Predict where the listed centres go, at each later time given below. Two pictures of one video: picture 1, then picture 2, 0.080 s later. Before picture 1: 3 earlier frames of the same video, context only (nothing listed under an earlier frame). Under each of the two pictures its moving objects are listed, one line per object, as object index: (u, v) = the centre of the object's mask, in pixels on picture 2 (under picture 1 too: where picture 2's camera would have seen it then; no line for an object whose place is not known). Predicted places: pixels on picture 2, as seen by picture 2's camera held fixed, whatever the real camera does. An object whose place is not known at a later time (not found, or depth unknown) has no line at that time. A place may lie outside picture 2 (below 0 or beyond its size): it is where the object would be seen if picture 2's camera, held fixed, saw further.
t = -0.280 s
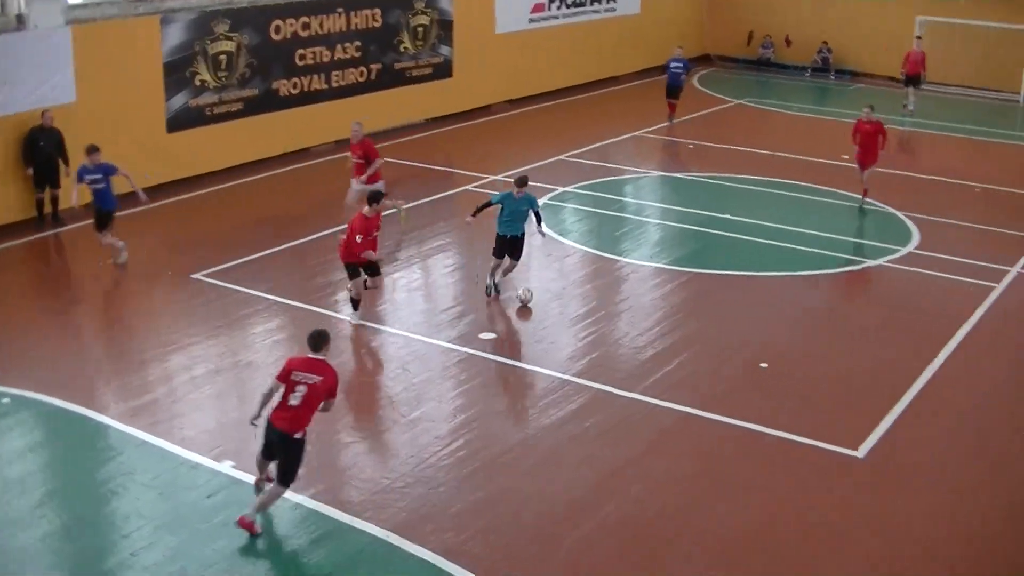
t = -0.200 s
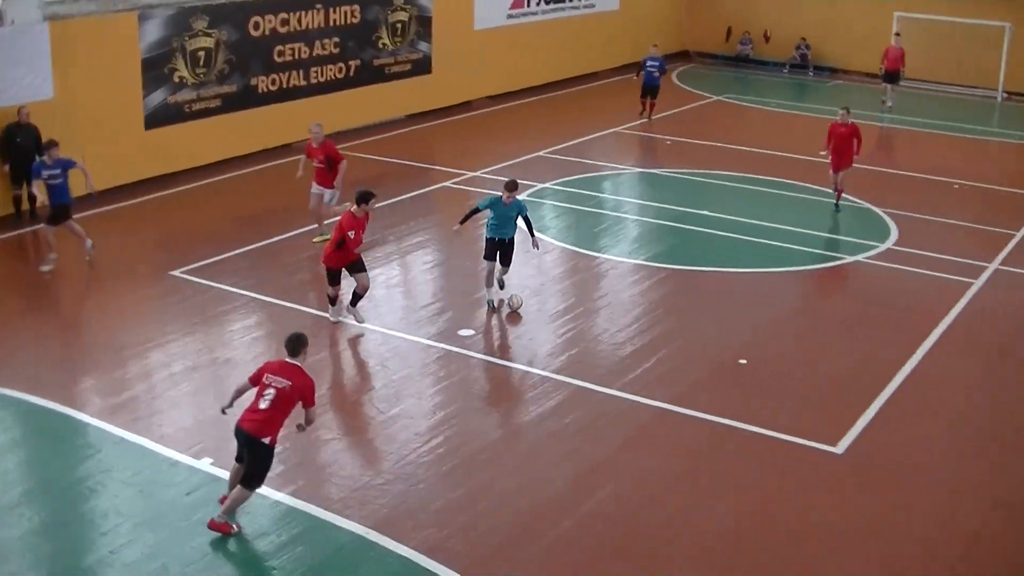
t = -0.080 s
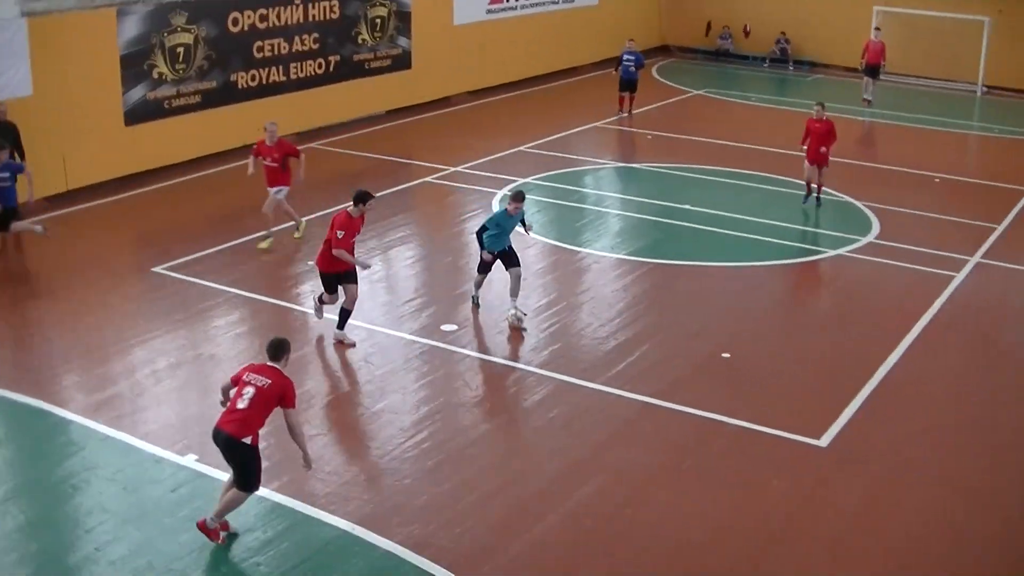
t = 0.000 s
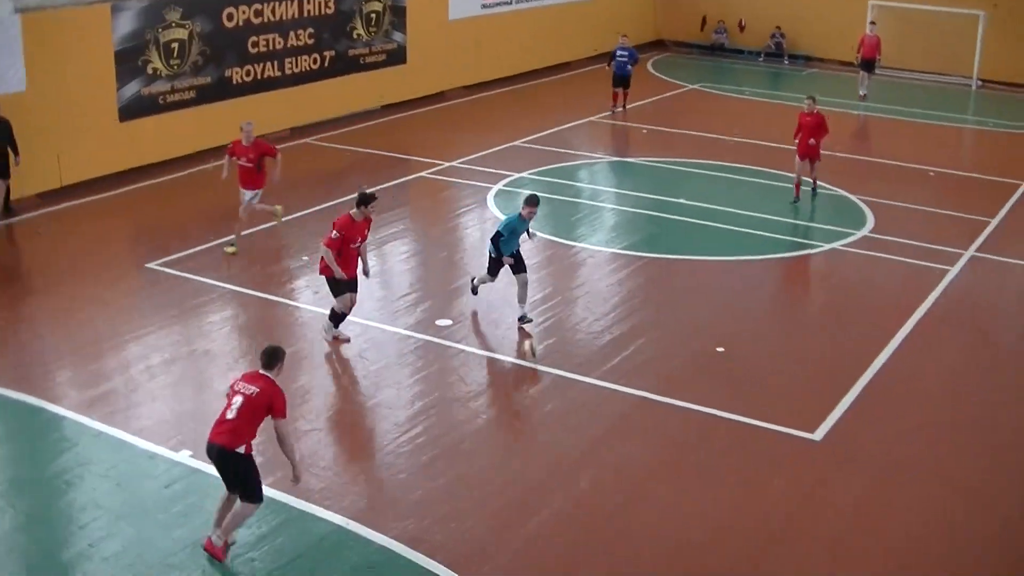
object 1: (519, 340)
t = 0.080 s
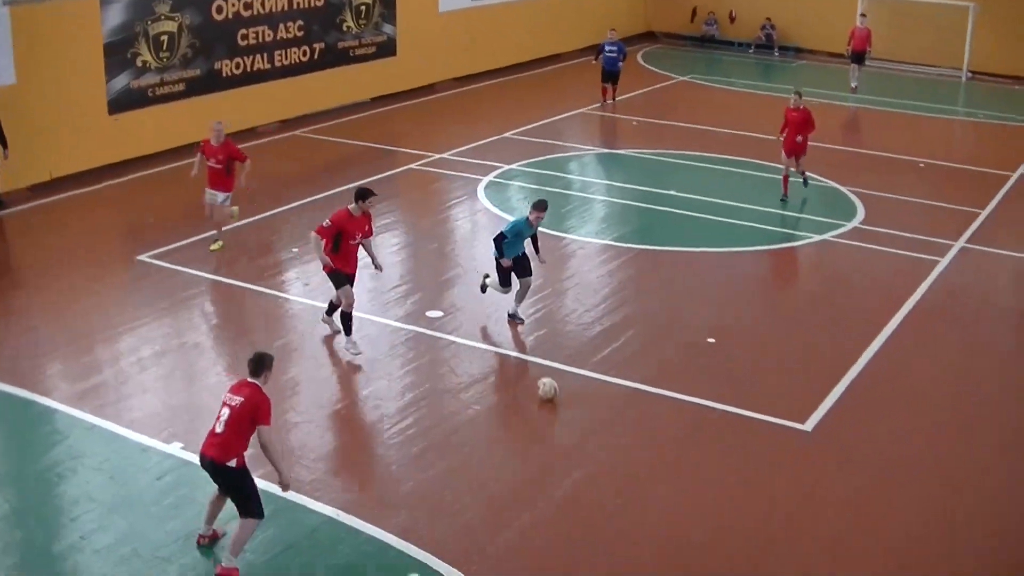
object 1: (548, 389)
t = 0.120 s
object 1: (561, 409)
